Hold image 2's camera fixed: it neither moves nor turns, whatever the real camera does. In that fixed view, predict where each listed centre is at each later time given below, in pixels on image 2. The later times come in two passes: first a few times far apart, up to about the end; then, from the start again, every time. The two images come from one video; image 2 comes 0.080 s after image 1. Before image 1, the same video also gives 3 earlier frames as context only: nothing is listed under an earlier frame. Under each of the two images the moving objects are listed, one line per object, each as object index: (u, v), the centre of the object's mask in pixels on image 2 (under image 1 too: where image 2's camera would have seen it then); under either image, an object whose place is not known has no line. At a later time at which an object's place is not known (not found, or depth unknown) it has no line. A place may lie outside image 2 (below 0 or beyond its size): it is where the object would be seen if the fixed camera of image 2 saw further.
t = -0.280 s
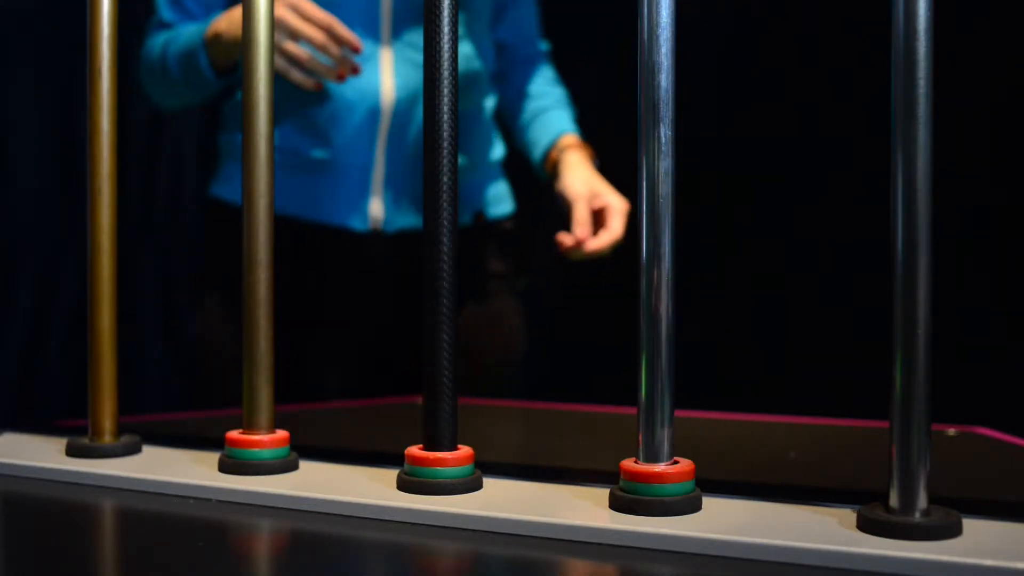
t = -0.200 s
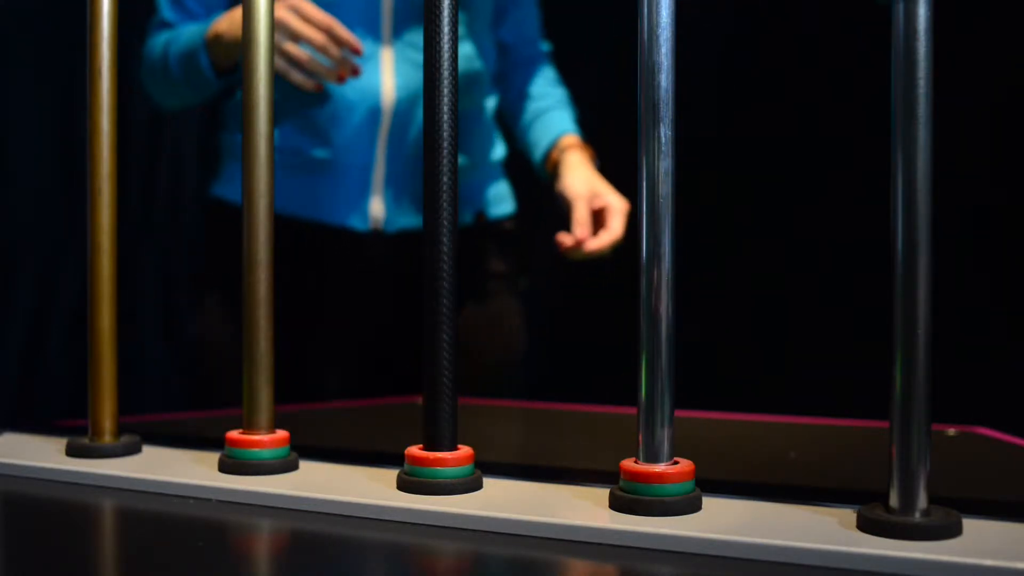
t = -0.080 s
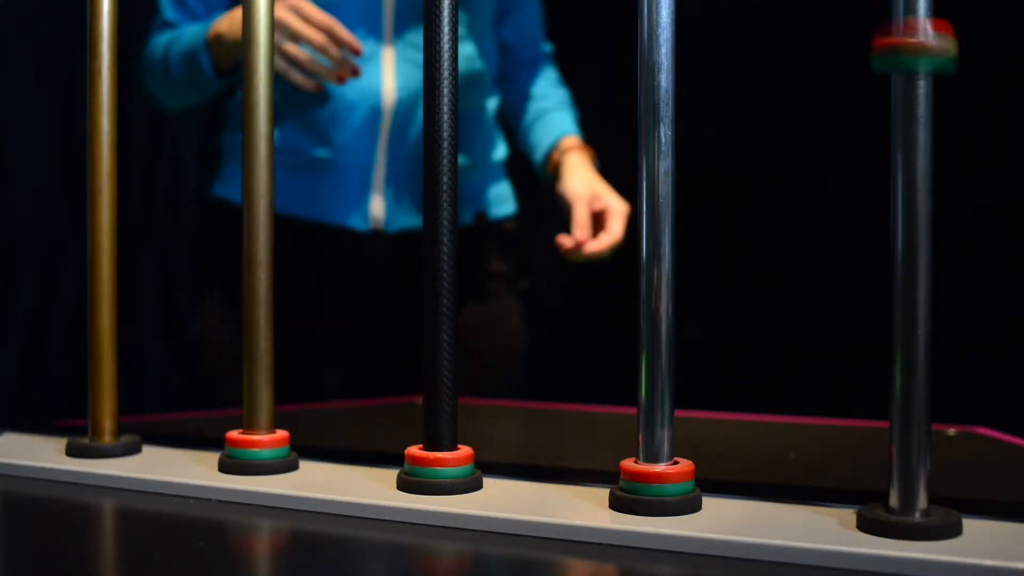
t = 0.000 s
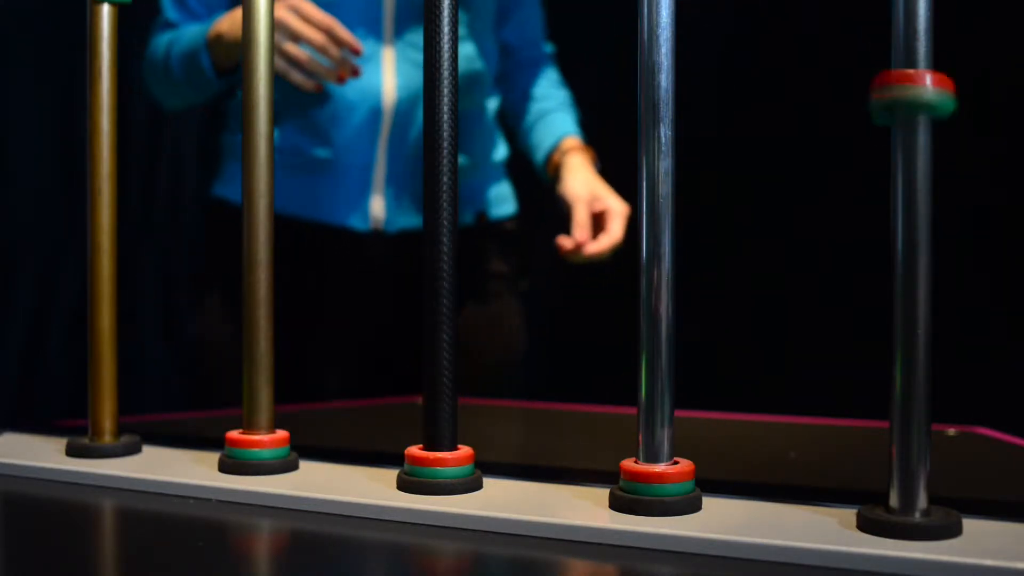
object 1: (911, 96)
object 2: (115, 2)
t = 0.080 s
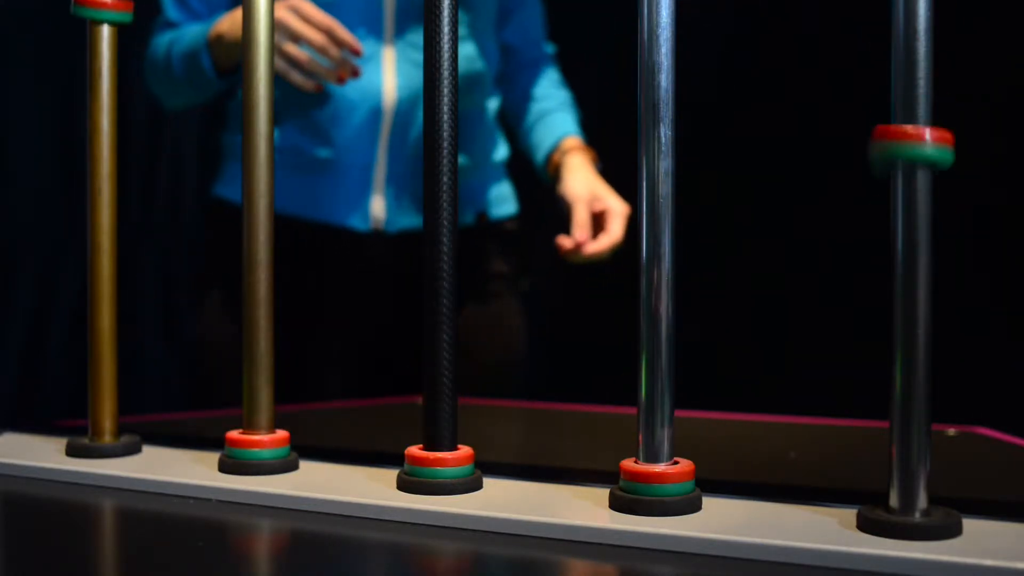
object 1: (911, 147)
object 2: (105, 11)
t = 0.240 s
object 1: (916, 250)
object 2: (102, 49)
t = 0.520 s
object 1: (916, 426)
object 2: (101, 121)
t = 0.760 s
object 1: (912, 496)
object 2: (102, 182)
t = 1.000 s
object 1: (913, 491)
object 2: (102, 244)
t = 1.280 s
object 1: (913, 491)
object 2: (103, 315)
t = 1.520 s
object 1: (913, 492)
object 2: (103, 369)
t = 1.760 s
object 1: (913, 492)
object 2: (104, 426)
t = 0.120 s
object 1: (915, 173)
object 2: (102, 19)
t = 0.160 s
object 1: (913, 199)
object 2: (102, 29)
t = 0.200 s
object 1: (911, 223)
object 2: (102, 39)
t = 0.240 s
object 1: (916, 250)
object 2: (102, 49)
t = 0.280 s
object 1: (910, 273)
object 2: (102, 60)
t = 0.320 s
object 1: (916, 301)
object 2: (101, 70)
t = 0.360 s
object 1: (912, 325)
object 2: (102, 80)
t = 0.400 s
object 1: (913, 351)
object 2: (102, 90)
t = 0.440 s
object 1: (914, 375)
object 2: (102, 100)
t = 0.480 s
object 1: (911, 398)
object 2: (101, 111)
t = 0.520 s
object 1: (916, 426)
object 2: (101, 121)
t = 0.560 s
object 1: (912, 449)
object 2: (101, 131)
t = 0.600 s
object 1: (912, 478)
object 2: (102, 141)
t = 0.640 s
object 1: (913, 496)
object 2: (102, 152)
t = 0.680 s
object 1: (914, 499)
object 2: (101, 161)
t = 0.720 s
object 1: (906, 498)
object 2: (101, 172)
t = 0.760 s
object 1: (912, 496)
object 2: (102, 182)
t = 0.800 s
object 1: (913, 491)
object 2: (102, 193)
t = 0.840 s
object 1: (913, 491)
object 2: (102, 203)
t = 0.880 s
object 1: (913, 491)
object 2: (102, 213)
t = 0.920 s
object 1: (913, 491)
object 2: (102, 223)
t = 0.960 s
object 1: (913, 491)
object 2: (102, 233)
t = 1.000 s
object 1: (913, 491)
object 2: (102, 244)
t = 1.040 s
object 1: (913, 491)
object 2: (102, 254)
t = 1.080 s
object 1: (913, 491)
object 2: (102, 264)
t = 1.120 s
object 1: (913, 491)
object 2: (103, 275)
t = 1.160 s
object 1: (913, 491)
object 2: (103, 284)
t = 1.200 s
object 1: (913, 491)
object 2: (102, 295)
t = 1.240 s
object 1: (913, 491)
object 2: (103, 305)
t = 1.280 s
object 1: (913, 491)
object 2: (103, 315)
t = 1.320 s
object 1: (913, 491)
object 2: (103, 325)
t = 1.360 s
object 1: (913, 491)
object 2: (103, 335)
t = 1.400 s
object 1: (913, 491)
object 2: (103, 345)
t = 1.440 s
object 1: (913, 491)
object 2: (103, 353)
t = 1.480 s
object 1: (913, 492)
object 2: (103, 361)
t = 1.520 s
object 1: (913, 492)
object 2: (103, 369)
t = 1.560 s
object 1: (913, 492)
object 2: (103, 378)
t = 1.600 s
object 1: (913, 492)
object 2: (103, 386)
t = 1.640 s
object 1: (913, 492)
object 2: (103, 396)
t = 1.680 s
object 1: (913, 492)
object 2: (103, 406)
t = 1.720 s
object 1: (913, 492)
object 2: (103, 417)
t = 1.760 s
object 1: (913, 492)
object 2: (104, 426)
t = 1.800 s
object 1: (913, 492)
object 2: (105, 430)
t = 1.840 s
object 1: (913, 492)
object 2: (105, 430)
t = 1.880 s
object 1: (913, 492)
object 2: (105, 430)
